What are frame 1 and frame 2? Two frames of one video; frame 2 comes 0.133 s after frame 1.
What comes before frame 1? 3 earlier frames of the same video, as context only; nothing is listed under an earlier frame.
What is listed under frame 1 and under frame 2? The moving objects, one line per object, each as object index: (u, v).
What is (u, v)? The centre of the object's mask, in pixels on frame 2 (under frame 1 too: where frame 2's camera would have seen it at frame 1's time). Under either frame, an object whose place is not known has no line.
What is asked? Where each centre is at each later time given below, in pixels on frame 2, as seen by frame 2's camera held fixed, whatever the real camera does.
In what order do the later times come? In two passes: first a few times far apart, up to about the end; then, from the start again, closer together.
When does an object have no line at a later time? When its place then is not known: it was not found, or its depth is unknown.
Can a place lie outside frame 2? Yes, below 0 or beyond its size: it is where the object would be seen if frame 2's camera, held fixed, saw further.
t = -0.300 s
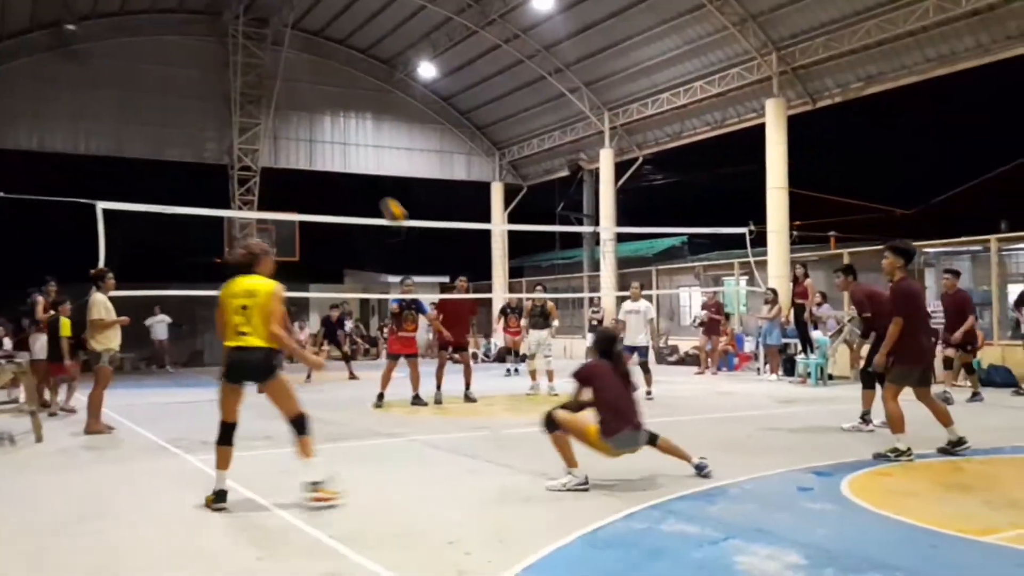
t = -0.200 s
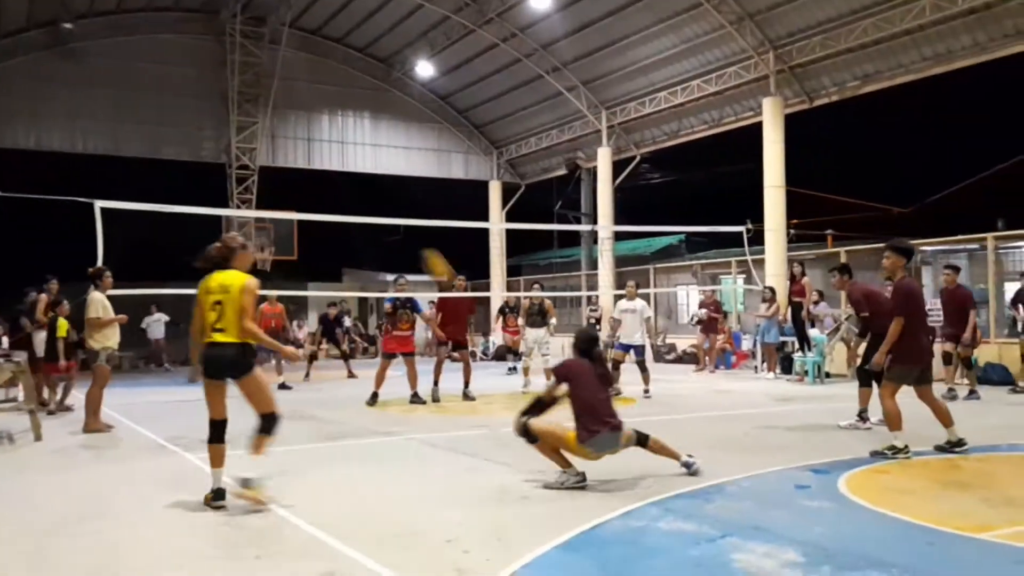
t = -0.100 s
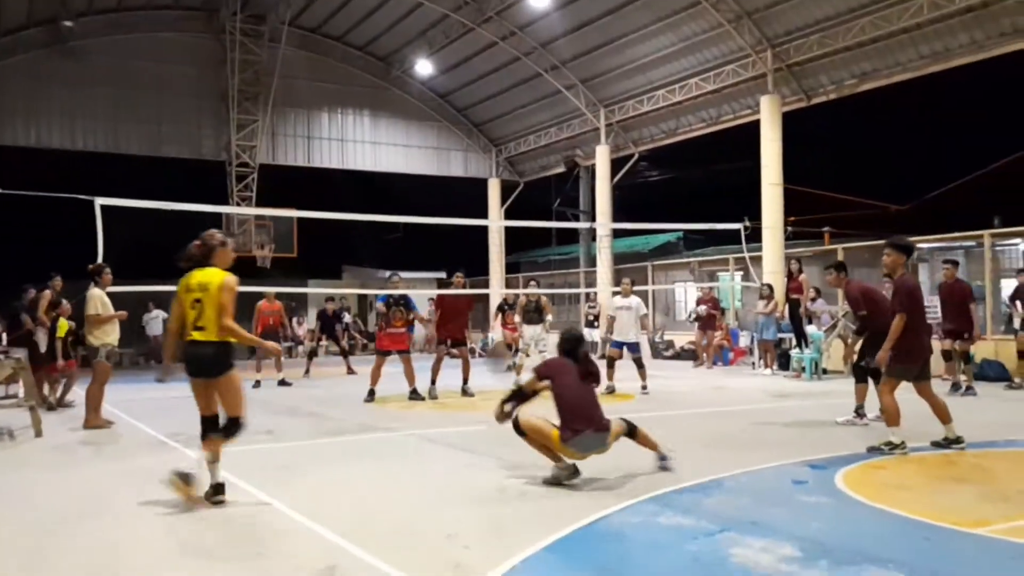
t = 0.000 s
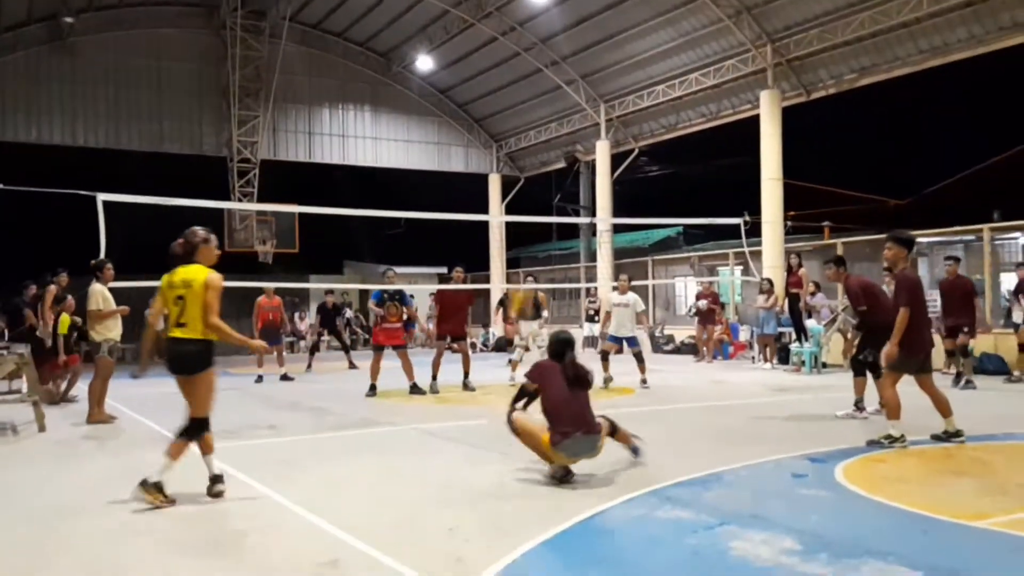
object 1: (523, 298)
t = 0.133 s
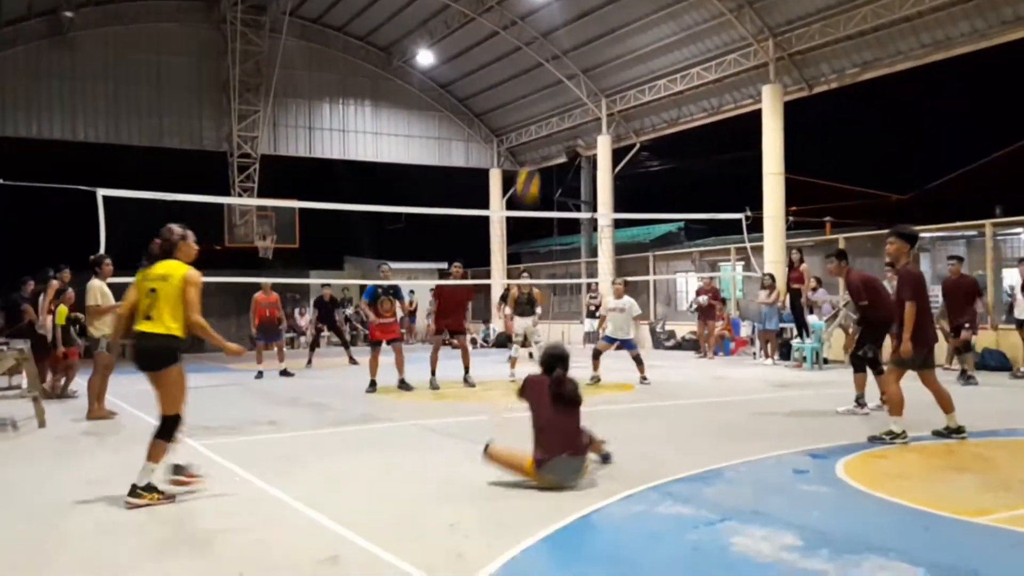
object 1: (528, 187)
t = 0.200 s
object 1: (533, 143)
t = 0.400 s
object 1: (544, 53)
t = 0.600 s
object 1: (554, 21)
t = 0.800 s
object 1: (566, 34)
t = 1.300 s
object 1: (591, 218)
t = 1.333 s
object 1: (596, 233)
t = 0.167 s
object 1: (530, 170)
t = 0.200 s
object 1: (533, 143)
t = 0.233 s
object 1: (534, 123)
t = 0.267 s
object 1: (534, 106)
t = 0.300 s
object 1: (537, 90)
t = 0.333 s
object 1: (538, 77)
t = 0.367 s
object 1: (541, 66)
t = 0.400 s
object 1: (544, 53)
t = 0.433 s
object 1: (543, 45)
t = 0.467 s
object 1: (546, 39)
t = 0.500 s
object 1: (546, 32)
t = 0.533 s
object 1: (550, 28)
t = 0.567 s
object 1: (552, 24)
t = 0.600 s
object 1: (554, 21)
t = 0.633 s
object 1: (556, 20)
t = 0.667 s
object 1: (558, 21)
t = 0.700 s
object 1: (558, 22)
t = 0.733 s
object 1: (562, 23)
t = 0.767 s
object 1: (564, 26)
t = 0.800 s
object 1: (566, 34)
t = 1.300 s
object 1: (591, 218)
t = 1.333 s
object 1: (596, 233)
